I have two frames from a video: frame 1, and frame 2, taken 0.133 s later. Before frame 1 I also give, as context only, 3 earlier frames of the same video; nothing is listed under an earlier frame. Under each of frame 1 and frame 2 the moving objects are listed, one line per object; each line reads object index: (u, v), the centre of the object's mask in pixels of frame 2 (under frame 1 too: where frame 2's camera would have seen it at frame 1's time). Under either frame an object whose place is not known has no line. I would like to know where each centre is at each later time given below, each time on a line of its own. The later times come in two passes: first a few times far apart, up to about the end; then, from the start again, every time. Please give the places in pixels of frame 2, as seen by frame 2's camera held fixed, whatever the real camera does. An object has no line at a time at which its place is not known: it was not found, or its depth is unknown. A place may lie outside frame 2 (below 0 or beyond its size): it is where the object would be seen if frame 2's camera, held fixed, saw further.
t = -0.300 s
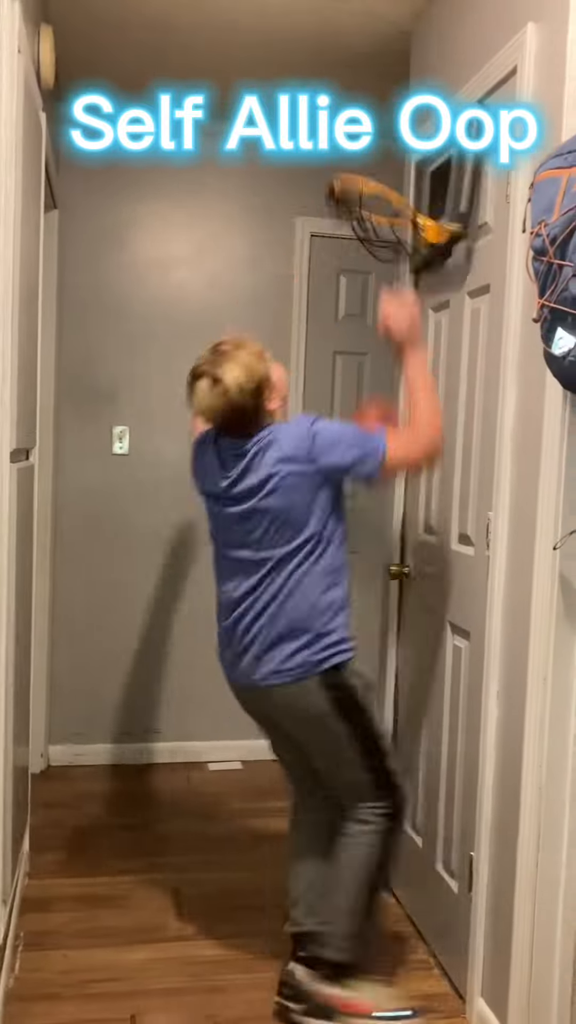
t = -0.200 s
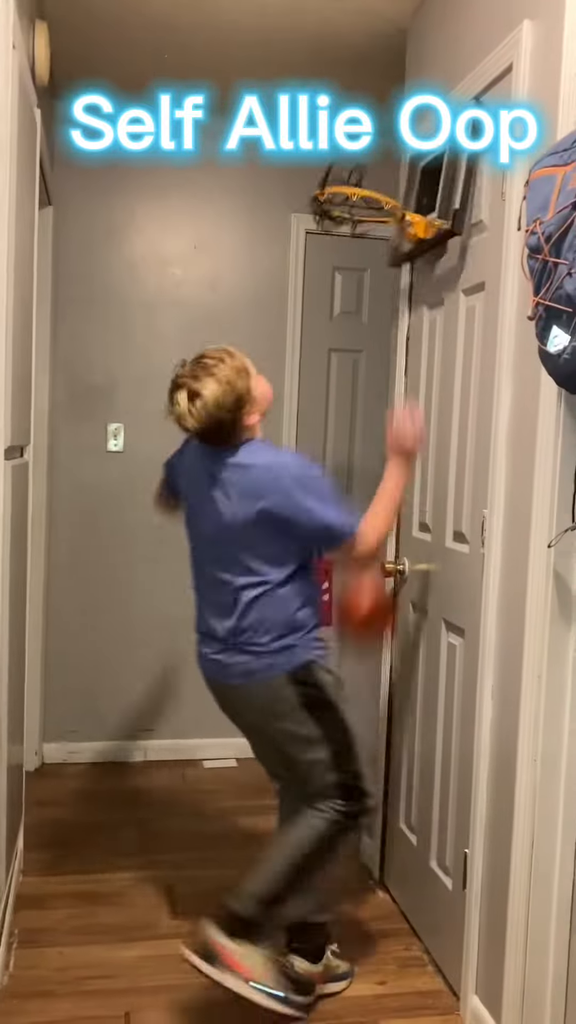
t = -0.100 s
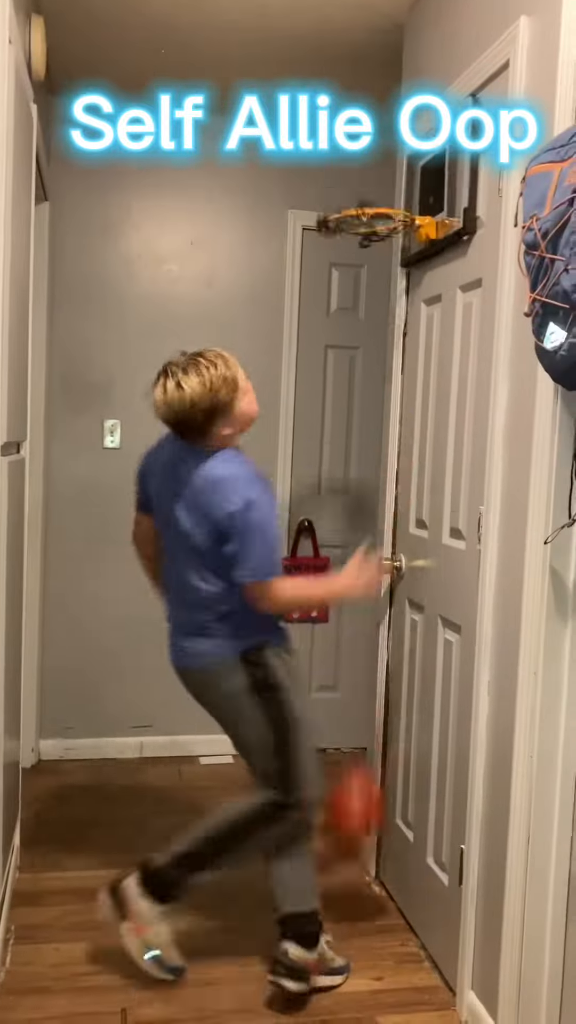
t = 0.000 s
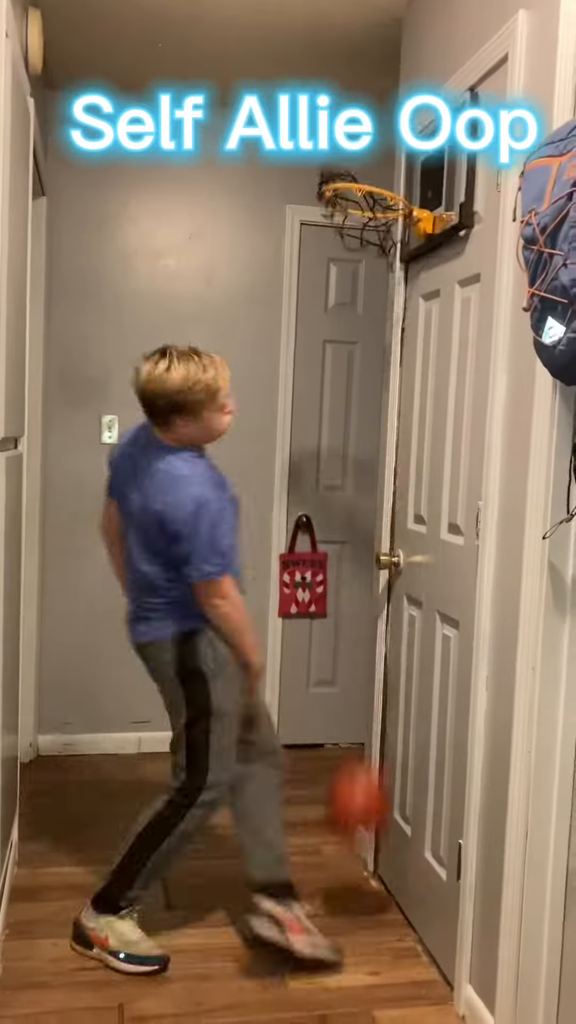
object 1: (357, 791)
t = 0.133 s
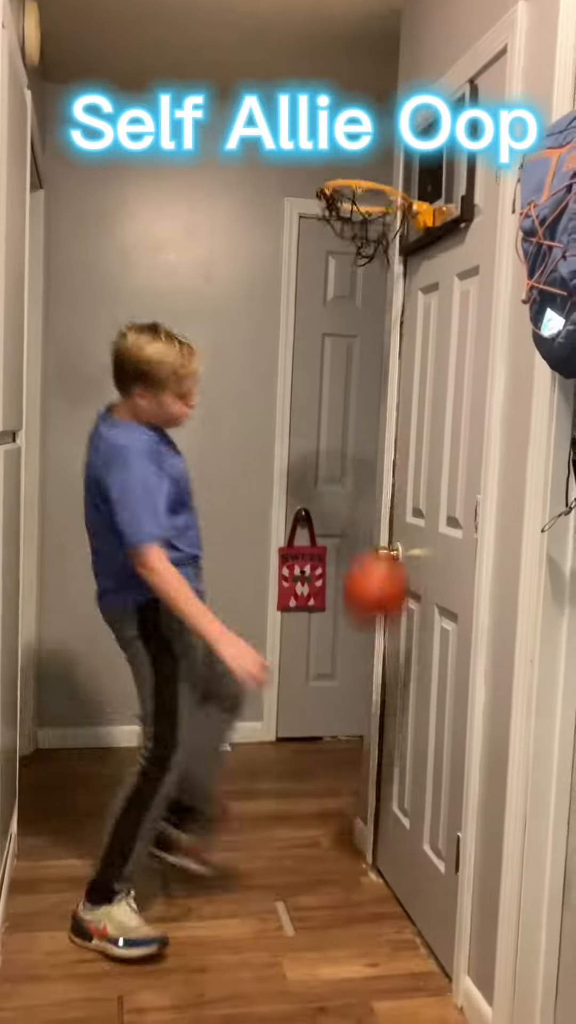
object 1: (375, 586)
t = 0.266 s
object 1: (390, 449)
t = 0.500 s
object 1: (409, 369)
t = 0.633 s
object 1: (411, 413)
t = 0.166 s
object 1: (379, 546)
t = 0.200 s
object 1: (383, 510)
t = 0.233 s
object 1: (386, 478)
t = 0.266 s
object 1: (390, 449)
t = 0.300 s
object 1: (393, 425)
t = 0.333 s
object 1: (396, 405)
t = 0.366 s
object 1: (400, 390)
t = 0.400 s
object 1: (403, 378)
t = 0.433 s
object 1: (405, 371)
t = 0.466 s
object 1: (407, 368)
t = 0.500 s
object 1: (409, 369)
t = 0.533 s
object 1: (410, 374)
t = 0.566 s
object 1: (412, 384)
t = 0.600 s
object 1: (412, 397)
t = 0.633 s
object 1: (411, 413)
